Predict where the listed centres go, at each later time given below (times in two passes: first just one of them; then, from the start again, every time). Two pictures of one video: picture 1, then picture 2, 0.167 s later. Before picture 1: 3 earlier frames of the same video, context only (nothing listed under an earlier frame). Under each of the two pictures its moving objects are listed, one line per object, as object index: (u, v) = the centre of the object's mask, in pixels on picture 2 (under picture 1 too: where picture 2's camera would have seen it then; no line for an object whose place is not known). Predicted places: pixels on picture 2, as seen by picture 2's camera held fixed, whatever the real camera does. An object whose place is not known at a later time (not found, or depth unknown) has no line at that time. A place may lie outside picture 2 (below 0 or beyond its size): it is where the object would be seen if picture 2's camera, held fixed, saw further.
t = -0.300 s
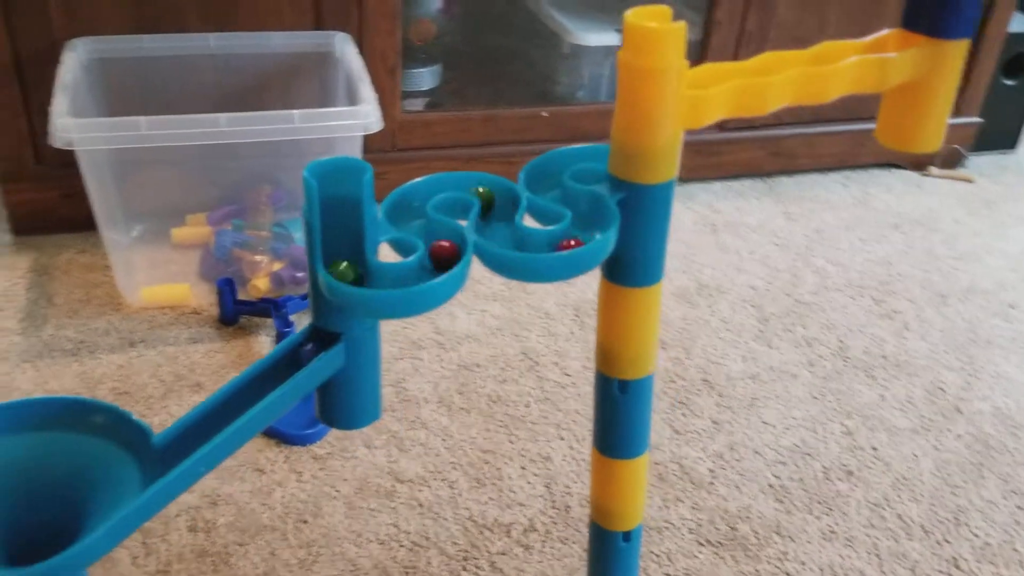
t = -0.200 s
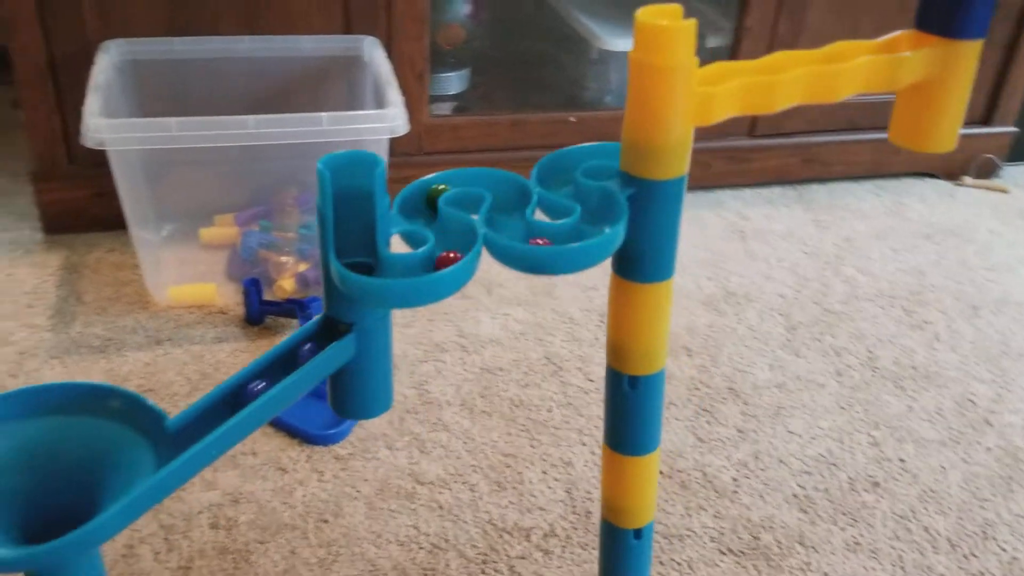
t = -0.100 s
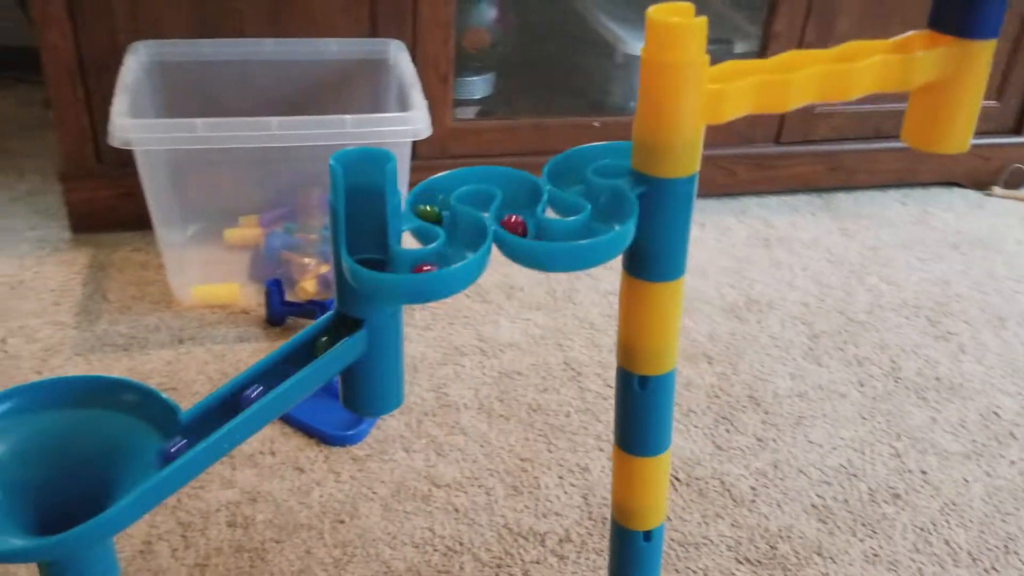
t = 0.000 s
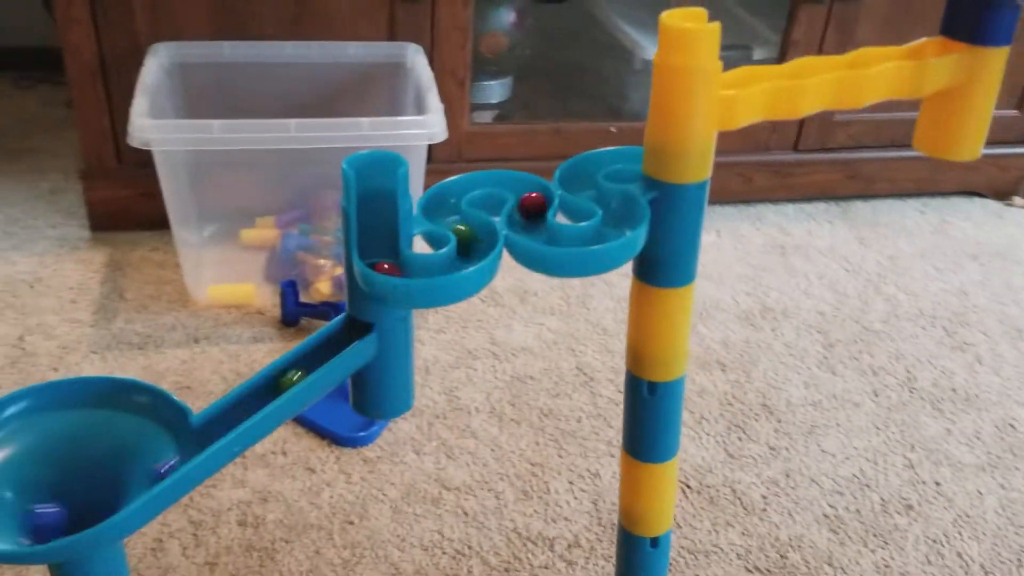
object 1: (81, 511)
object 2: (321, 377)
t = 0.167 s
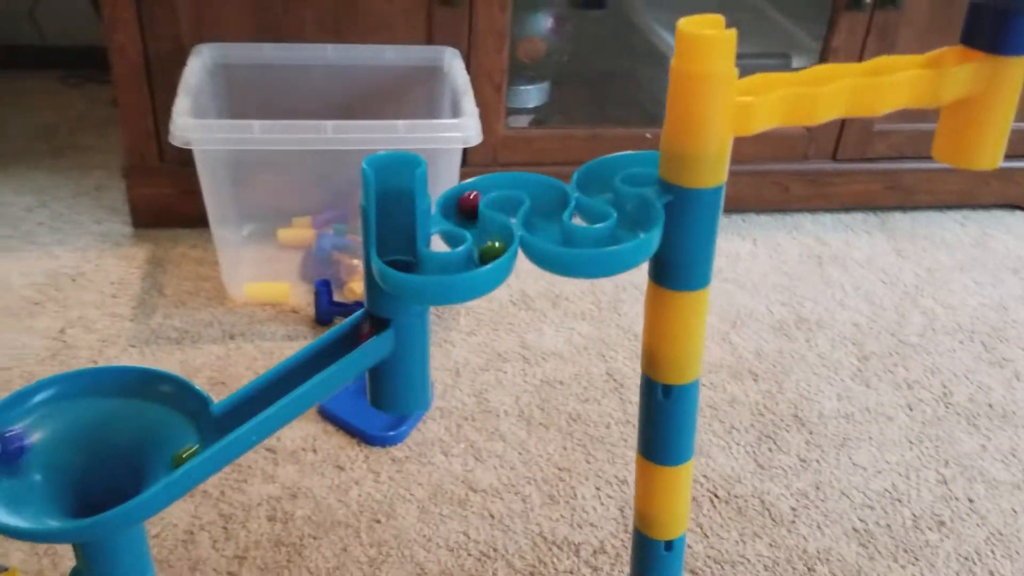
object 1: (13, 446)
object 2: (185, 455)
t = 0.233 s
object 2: (99, 496)
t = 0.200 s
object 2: (144, 477)
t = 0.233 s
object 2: (99, 496)
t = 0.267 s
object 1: (15, 427)
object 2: (55, 500)
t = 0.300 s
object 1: (33, 407)
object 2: (14, 487)
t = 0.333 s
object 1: (54, 393)
